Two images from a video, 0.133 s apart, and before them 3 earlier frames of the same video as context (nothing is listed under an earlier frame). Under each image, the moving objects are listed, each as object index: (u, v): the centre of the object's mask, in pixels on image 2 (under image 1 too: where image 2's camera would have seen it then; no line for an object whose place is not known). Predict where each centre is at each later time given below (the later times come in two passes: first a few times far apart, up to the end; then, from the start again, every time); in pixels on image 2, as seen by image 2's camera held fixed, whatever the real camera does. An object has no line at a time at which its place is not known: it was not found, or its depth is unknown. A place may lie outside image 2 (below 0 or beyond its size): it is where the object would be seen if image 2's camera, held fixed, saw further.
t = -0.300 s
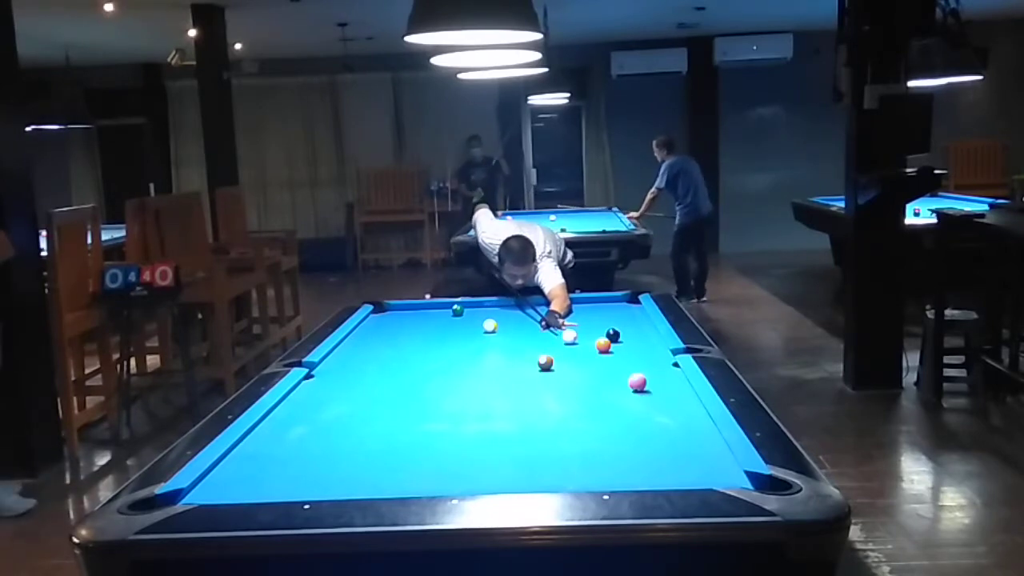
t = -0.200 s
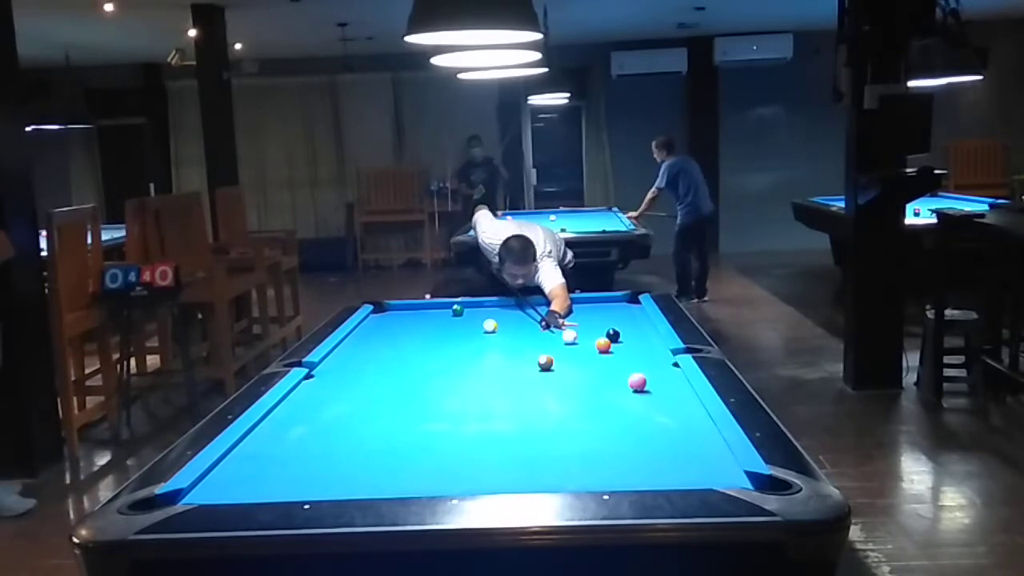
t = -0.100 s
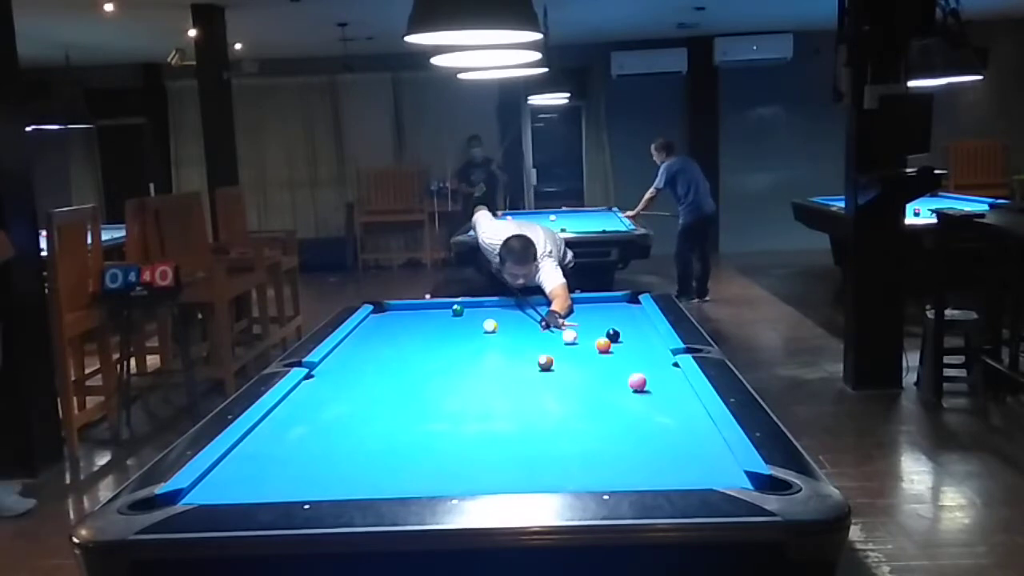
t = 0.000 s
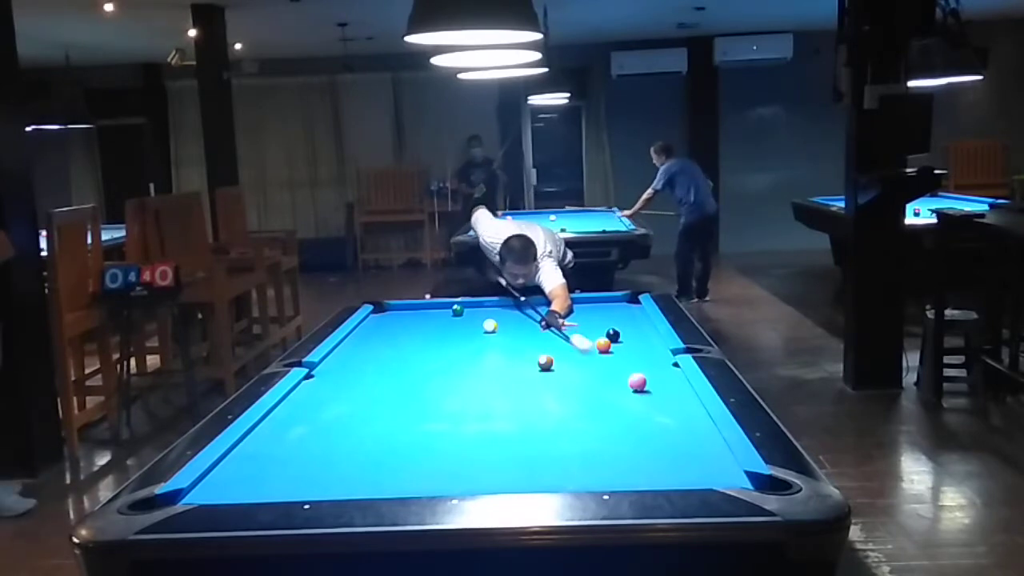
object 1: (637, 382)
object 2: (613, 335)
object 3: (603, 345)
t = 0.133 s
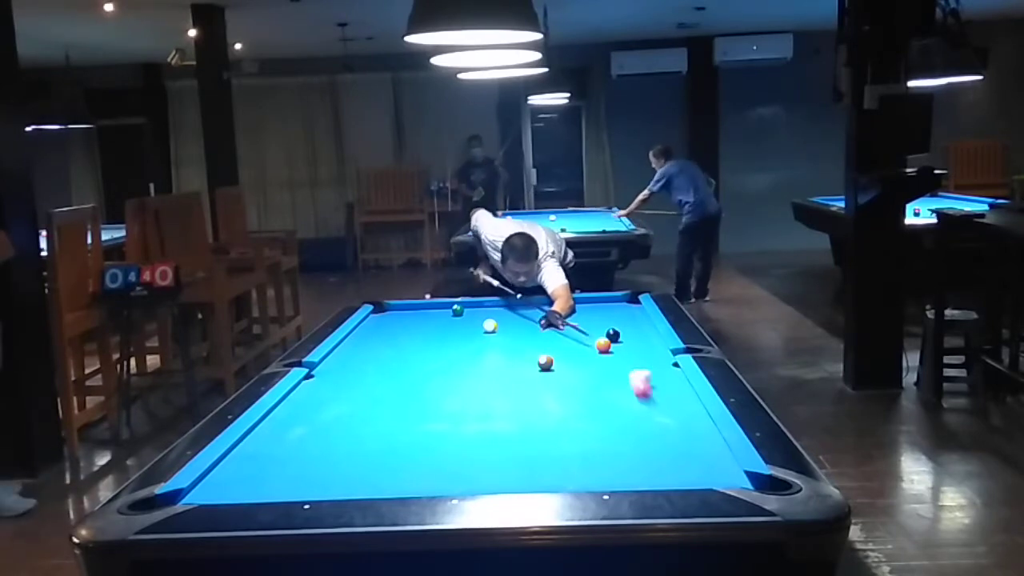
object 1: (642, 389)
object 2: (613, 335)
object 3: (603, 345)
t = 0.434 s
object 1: (691, 453)
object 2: (613, 335)
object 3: (603, 345)
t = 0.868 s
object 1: (669, 374)
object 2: (613, 335)
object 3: (603, 345)
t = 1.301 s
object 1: (627, 334)
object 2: (610, 334)
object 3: (603, 345)
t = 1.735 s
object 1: (619, 309)
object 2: (566, 335)
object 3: (603, 345)
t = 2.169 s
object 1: (614, 303)
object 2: (528, 335)
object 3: (603, 345)
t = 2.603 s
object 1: (611, 313)
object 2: (495, 334)
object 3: (603, 345)
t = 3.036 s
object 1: (607, 324)
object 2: (465, 334)
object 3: (603, 345)
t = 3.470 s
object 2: (441, 334)
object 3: (603, 345)
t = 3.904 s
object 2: (420, 334)
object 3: (606, 349)
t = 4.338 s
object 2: (404, 334)
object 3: (612, 356)
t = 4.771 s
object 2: (392, 334)
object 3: (617, 362)
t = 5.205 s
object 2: (383, 334)
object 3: (622, 366)
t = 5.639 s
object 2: (378, 334)
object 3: (626, 371)
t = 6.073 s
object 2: (376, 334)
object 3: (628, 375)
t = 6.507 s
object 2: (377, 334)
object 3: (628, 377)
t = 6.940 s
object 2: (377, 334)
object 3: (628, 377)
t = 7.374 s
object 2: (377, 334)
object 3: (628, 378)
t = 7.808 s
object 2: (377, 334)
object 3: (628, 378)
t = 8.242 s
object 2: (377, 334)
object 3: (628, 378)
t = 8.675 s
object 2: (377, 334)
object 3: (628, 378)
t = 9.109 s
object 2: (377, 334)
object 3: (628, 378)
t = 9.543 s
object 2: (377, 334)
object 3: (628, 378)
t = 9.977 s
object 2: (377, 334)
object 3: (628, 378)
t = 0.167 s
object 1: (648, 399)
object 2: (613, 335)
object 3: (603, 345)
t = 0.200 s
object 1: (656, 412)
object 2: (613, 335)
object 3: (603, 345)
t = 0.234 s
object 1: (665, 427)
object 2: (613, 335)
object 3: (603, 345)
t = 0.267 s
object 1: (675, 444)
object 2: (613, 335)
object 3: (603, 345)
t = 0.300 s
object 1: (686, 460)
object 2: (613, 335)
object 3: (603, 345)
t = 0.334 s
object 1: (696, 474)
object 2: (613, 335)
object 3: (603, 345)
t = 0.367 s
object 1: (697, 472)
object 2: (613, 335)
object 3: (603, 345)
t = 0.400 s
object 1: (694, 463)
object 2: (613, 335)
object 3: (603, 345)
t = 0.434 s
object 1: (691, 453)
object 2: (613, 335)
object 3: (603, 345)
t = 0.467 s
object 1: (688, 444)
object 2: (613, 335)
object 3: (603, 345)
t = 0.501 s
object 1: (686, 437)
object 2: (613, 335)
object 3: (603, 345)
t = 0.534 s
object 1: (684, 430)
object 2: (613, 335)
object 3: (603, 345)
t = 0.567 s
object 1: (682, 423)
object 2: (613, 335)
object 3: (603, 345)
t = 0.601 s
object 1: (680, 417)
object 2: (613, 335)
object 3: (603, 345)
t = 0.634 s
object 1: (679, 410)
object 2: (613, 335)
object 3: (603, 345)
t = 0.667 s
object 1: (677, 404)
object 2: (613, 335)
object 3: (603, 345)
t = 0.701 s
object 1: (676, 399)
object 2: (613, 335)
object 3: (603, 345)
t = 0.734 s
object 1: (674, 393)
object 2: (613, 335)
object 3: (603, 345)
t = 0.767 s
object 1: (673, 388)
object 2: (613, 335)
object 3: (603, 345)
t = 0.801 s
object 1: (671, 383)
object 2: (613, 335)
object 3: (603, 345)
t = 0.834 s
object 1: (670, 378)
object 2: (613, 335)
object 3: (603, 345)
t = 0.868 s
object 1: (669, 374)
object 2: (613, 335)
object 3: (603, 345)
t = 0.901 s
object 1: (668, 370)
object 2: (613, 335)
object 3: (603, 345)
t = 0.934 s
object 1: (666, 365)
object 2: (613, 335)
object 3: (603, 345)
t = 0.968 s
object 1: (666, 361)
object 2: (613, 335)
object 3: (603, 345)
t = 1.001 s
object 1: (665, 357)
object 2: (613, 335)
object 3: (603, 345)
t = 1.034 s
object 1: (663, 354)
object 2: (613, 335)
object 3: (603, 345)
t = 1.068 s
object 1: (659, 350)
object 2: (613, 335)
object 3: (603, 345)
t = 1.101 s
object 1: (653, 347)
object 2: (613, 335)
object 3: (603, 345)
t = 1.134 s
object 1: (649, 345)
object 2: (613, 335)
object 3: (603, 345)
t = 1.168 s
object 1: (643, 342)
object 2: (612, 335)
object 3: (603, 345)
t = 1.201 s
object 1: (638, 340)
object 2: (613, 335)
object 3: (603, 345)
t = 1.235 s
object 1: (634, 338)
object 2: (612, 335)
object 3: (603, 345)
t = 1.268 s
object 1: (629, 336)
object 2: (612, 335)
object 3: (603, 345)
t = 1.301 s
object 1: (627, 334)
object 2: (610, 334)
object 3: (603, 345)
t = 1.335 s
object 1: (627, 331)
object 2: (606, 334)
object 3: (603, 345)
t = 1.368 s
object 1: (626, 329)
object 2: (602, 333)
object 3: (603, 345)
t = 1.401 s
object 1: (626, 327)
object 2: (598, 334)
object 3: (603, 345)
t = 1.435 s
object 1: (625, 325)
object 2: (595, 334)
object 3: (603, 345)
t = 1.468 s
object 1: (624, 323)
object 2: (592, 335)
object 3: (603, 345)
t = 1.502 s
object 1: (623, 321)
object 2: (589, 335)
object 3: (603, 345)
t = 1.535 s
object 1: (623, 319)
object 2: (586, 335)
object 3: (603, 345)
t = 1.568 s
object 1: (622, 317)
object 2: (582, 335)
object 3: (603, 345)
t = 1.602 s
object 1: (621, 316)
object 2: (579, 335)
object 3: (603, 345)
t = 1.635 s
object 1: (621, 314)
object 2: (575, 335)
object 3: (603, 345)
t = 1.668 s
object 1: (620, 312)
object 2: (573, 335)
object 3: (603, 345)
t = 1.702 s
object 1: (620, 311)
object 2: (569, 335)
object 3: (603, 345)
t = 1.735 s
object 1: (619, 309)
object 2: (566, 335)
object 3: (603, 345)
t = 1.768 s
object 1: (619, 307)
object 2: (563, 335)
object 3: (603, 345)
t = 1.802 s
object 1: (619, 306)
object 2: (560, 335)
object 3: (603, 345)
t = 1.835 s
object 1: (618, 304)
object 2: (557, 335)
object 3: (603, 345)
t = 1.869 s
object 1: (617, 303)
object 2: (554, 335)
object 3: (603, 345)
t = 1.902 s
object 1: (616, 301)
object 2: (551, 335)
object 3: (603, 345)
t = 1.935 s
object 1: (616, 300)
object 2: (548, 335)
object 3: (603, 345)
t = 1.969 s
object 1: (616, 299)
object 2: (545, 335)
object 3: (603, 345)
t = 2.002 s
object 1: (615, 299)
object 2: (542, 335)
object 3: (603, 345)
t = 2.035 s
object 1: (615, 300)
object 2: (539, 335)
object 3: (603, 345)
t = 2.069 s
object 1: (615, 300)
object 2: (536, 335)
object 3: (603, 345)
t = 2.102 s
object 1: (615, 301)
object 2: (533, 335)
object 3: (603, 345)
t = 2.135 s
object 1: (614, 302)
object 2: (530, 335)
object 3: (603, 345)
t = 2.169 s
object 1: (614, 303)
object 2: (528, 335)
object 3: (603, 345)
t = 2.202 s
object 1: (614, 303)
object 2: (525, 335)
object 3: (603, 345)
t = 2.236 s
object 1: (614, 304)
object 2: (522, 335)
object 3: (603, 345)
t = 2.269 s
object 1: (614, 305)
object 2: (520, 335)
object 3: (603, 345)
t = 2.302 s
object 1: (614, 306)
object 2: (517, 335)
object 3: (603, 345)
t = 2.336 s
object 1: (613, 306)
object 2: (514, 335)
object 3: (603, 345)
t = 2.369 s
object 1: (613, 307)
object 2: (512, 335)
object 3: (603, 345)
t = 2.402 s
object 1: (613, 308)
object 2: (509, 334)
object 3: (603, 345)
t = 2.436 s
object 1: (613, 309)
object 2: (507, 335)
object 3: (603, 345)
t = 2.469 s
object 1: (612, 310)
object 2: (505, 335)
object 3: (603, 345)
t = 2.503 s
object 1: (612, 310)
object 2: (502, 335)
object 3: (603, 345)
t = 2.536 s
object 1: (612, 311)
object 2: (500, 335)
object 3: (603, 345)
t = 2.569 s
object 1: (612, 312)
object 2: (497, 334)
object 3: (603, 345)
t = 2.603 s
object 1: (611, 313)
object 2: (495, 334)
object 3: (603, 345)
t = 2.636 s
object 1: (611, 314)
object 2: (492, 335)
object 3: (603, 345)
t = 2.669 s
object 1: (611, 315)
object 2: (490, 335)
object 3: (603, 345)
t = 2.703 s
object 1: (610, 315)
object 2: (487, 334)
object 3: (603, 345)
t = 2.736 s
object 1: (610, 316)
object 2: (485, 334)
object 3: (603, 345)
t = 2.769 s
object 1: (610, 317)
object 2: (482, 334)
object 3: (603, 345)
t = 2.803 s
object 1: (610, 318)
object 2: (480, 335)
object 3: (603, 345)
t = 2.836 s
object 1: (609, 318)
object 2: (478, 334)
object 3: (603, 345)
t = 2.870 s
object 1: (609, 319)
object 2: (476, 334)
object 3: (603, 345)
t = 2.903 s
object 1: (609, 320)
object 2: (474, 334)
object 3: (603, 345)
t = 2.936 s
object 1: (608, 321)
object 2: (472, 334)
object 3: (603, 345)
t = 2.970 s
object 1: (608, 322)
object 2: (469, 334)
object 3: (603, 345)
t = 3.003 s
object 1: (607, 323)
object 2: (467, 334)
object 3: (603, 345)
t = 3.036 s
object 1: (607, 324)
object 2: (465, 334)
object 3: (603, 345)
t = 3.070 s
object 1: (607, 325)
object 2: (463, 334)
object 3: (603, 345)
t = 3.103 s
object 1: (607, 325)
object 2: (461, 334)
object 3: (603, 345)
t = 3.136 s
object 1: (606, 326)
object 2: (459, 334)
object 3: (603, 345)
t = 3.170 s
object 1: (606, 327)
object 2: (457, 334)
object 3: (603, 345)
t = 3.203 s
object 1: (606, 328)
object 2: (455, 334)
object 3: (603, 345)
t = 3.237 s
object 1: (605, 329)
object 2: (453, 334)
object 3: (603, 345)
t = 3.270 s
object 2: (451, 334)
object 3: (603, 345)
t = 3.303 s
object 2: (449, 334)
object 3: (603, 345)
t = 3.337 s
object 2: (448, 334)
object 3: (603, 345)
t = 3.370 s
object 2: (446, 334)
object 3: (603, 345)
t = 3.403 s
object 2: (444, 334)
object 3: (603, 346)
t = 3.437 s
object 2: (442, 334)
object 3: (603, 345)
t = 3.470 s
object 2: (441, 334)
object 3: (603, 345)
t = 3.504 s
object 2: (439, 334)
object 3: (603, 346)
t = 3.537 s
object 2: (437, 334)
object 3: (603, 346)
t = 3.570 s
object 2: (436, 334)
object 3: (603, 346)
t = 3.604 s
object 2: (434, 334)
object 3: (603, 346)
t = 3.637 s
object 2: (432, 334)
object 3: (603, 346)
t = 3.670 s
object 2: (431, 334)
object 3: (603, 346)
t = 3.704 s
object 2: (429, 334)
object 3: (603, 346)
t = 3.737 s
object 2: (428, 334)
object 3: (603, 346)
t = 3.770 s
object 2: (426, 334)
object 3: (604, 347)
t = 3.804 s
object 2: (424, 334)
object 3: (605, 347)
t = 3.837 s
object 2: (423, 334)
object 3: (604, 348)
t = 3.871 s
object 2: (421, 334)
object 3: (605, 348)
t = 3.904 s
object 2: (420, 334)
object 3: (606, 349)
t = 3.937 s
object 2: (419, 334)
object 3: (606, 349)
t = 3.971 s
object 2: (418, 334)
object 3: (607, 350)
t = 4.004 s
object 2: (416, 334)
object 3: (607, 350)
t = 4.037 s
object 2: (415, 334)
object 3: (608, 351)
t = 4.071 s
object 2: (413, 334)
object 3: (609, 352)
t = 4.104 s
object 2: (412, 334)
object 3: (609, 352)
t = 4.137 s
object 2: (411, 334)
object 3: (610, 353)
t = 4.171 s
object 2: (410, 334)
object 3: (610, 353)
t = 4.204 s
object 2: (408, 334)
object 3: (610, 354)
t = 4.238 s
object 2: (407, 334)
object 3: (611, 354)
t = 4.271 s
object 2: (406, 334)
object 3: (611, 355)
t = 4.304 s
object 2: (405, 334)
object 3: (612, 355)
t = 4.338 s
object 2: (404, 334)
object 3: (612, 356)
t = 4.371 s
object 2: (403, 334)
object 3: (612, 356)
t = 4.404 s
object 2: (402, 334)
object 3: (613, 357)
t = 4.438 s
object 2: (401, 334)
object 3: (613, 357)
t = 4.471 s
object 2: (399, 334)
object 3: (613, 357)
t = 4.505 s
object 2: (398, 334)
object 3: (614, 358)
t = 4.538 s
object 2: (398, 334)
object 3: (614, 359)
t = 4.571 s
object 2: (397, 334)
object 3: (615, 359)
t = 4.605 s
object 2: (396, 334)
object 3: (615, 360)
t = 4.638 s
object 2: (395, 334)
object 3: (616, 360)
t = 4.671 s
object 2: (394, 334)
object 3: (616, 361)
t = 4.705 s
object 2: (393, 334)
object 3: (617, 361)
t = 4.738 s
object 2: (392, 334)
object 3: (617, 361)
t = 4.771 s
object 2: (392, 334)
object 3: (617, 362)
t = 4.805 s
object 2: (391, 334)
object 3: (618, 362)
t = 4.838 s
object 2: (390, 334)
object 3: (618, 363)
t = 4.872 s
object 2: (389, 334)
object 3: (618, 363)
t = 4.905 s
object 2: (389, 334)
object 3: (619, 363)
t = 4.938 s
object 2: (388, 334)
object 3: (619, 364)
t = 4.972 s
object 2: (387, 334)
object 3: (619, 364)
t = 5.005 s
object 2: (387, 334)
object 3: (620, 365)
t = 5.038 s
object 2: (386, 334)
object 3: (620, 365)
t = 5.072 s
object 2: (385, 334)
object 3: (620, 365)
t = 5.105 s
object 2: (385, 334)
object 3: (621, 366)
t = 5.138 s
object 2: (384, 334)
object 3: (621, 366)
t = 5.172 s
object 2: (384, 334)
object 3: (621, 366)
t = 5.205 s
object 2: (383, 334)
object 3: (622, 366)
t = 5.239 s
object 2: (383, 334)
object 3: (622, 367)
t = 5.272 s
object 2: (382, 334)
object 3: (622, 367)
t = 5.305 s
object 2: (382, 334)
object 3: (623, 368)
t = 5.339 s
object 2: (381, 334)
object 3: (623, 368)
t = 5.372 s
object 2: (381, 334)
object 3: (623, 369)
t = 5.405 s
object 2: (381, 334)
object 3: (624, 369)
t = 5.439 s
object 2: (380, 334)
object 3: (624, 369)
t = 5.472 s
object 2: (380, 334)
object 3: (624, 370)
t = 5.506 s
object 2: (380, 333)
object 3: (625, 370)
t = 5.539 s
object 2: (379, 334)
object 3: (625, 370)
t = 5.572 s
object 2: (379, 334)
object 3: (625, 371)
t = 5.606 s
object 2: (379, 334)
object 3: (625, 371)
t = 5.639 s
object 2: (378, 334)
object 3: (626, 371)
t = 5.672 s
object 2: (378, 334)
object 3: (626, 372)
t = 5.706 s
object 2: (378, 334)
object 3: (626, 372)
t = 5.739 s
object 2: (378, 334)
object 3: (626, 372)
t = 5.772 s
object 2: (377, 334)
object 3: (626, 372)
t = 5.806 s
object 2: (377, 334)
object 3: (626, 373)
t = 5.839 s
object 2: (377, 334)
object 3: (627, 373)
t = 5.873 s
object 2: (377, 334)
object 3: (627, 373)
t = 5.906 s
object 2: (377, 334)
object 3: (627, 374)
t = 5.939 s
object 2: (377, 334)
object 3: (627, 374)
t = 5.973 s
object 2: (377, 334)
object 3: (627, 374)
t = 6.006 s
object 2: (376, 334)
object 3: (628, 374)
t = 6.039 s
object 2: (376, 334)
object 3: (628, 375)
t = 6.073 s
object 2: (376, 334)
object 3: (628, 375)
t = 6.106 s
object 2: (376, 334)
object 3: (628, 375)
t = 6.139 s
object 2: (376, 334)
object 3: (628, 375)
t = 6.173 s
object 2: (376, 334)
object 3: (628, 375)
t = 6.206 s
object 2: (377, 334)
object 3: (628, 376)
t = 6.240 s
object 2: (377, 334)
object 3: (628, 376)
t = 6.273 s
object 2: (377, 334)
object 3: (628, 376)
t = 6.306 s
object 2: (377, 334)
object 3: (628, 376)
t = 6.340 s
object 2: (377, 334)
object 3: (628, 376)
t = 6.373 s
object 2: (377, 334)
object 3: (628, 376)
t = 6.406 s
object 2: (377, 334)
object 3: (628, 377)
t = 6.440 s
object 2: (377, 334)
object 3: (628, 377)
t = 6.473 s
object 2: (377, 334)
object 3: (628, 377)
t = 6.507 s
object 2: (377, 334)
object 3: (628, 377)
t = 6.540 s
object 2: (377, 334)
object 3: (629, 377)
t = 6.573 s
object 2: (377, 334)
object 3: (629, 377)
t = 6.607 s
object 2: (377, 334)
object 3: (629, 377)
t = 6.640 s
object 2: (377, 334)
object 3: (629, 377)
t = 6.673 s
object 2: (377, 334)
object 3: (629, 377)
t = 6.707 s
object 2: (377, 334)
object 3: (629, 377)
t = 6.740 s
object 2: (377, 334)
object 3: (628, 377)
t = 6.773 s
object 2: (377, 334)
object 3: (629, 377)
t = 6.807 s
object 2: (377, 334)
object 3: (628, 377)
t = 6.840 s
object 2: (377, 334)
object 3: (628, 377)
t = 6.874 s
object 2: (377, 334)
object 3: (628, 377)
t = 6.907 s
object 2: (377, 334)
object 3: (628, 377)
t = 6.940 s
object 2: (377, 334)
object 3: (628, 377)
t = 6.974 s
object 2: (377, 334)
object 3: (628, 377)
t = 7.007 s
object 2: (377, 334)
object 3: (628, 377)
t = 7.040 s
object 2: (377, 334)
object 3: (628, 377)
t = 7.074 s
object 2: (377, 334)
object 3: (628, 377)
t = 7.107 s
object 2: (377, 334)
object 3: (628, 377)
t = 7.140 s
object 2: (377, 334)
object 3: (628, 377)
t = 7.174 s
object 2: (377, 334)
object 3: (628, 377)
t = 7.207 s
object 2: (377, 334)
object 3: (628, 378)
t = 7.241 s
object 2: (377, 334)
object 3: (628, 378)
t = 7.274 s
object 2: (377, 334)
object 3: (628, 378)
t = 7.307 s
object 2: (377, 334)
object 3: (628, 378)
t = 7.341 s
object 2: (377, 334)
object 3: (628, 378)
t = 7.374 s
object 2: (377, 334)
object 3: (628, 378)
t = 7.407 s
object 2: (377, 334)
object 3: (628, 378)
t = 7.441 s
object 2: (377, 334)
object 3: (628, 378)
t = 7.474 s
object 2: (377, 334)
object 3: (628, 378)
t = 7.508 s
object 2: (377, 334)
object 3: (628, 378)
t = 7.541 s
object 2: (377, 334)
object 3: (628, 378)
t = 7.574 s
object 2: (377, 334)
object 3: (628, 378)
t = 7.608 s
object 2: (377, 334)
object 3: (628, 378)
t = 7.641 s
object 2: (377, 334)
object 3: (628, 378)
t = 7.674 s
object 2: (377, 333)
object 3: (628, 378)
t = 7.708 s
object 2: (377, 334)
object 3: (628, 378)
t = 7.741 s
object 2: (377, 334)
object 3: (628, 378)
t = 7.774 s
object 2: (377, 333)
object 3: (628, 377)
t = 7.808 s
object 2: (377, 334)
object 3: (628, 378)
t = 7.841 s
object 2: (377, 334)
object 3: (628, 378)
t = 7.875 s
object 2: (377, 334)
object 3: (628, 378)
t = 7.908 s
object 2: (377, 334)
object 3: (628, 378)
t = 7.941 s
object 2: (377, 334)
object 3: (628, 378)
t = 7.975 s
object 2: (377, 334)
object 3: (628, 378)
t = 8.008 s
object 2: (377, 334)
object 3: (628, 378)
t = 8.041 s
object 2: (377, 334)
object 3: (628, 378)
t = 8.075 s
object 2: (377, 334)
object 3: (628, 378)
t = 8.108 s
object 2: (377, 334)
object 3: (628, 378)
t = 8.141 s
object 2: (377, 334)
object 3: (628, 378)
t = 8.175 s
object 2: (377, 334)
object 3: (628, 378)
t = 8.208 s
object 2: (377, 334)
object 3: (628, 378)
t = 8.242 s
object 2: (377, 334)
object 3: (628, 378)
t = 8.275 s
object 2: (377, 334)
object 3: (628, 378)
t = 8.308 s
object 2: (377, 334)
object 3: (628, 378)
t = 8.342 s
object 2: (377, 334)
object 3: (628, 378)
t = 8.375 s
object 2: (377, 334)
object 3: (628, 378)
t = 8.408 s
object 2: (377, 334)
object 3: (628, 378)
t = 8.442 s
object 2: (377, 334)
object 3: (628, 378)
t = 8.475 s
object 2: (377, 334)
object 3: (628, 378)
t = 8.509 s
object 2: (377, 334)
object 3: (628, 378)
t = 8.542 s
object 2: (377, 334)
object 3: (628, 378)
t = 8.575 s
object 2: (377, 334)
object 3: (628, 378)
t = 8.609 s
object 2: (377, 334)
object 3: (628, 378)
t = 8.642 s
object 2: (377, 334)
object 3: (628, 378)
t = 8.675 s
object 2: (377, 334)
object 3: (628, 378)
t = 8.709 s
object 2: (376, 334)
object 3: (628, 378)
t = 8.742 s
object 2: (377, 334)
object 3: (628, 378)
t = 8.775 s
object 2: (377, 334)
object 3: (628, 378)
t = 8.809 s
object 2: (377, 334)
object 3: (628, 378)
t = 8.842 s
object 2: (377, 334)
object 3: (628, 378)
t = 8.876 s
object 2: (377, 334)
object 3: (628, 378)
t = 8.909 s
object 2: (377, 334)
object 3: (628, 378)
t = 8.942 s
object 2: (377, 334)
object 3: (628, 378)
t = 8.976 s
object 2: (377, 334)
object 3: (628, 378)
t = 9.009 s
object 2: (377, 334)
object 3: (628, 378)
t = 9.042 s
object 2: (377, 334)
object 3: (628, 378)
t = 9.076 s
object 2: (377, 334)
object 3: (628, 378)
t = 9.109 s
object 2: (377, 334)
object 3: (628, 378)
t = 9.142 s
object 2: (377, 334)
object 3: (628, 378)
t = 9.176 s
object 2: (377, 334)
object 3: (628, 378)
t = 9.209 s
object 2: (377, 334)
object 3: (628, 378)
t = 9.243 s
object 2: (377, 334)
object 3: (628, 378)
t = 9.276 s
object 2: (377, 334)
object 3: (628, 378)
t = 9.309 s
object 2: (376, 334)
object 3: (628, 378)
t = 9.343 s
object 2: (376, 334)
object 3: (628, 378)
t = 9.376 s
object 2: (377, 334)
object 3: (628, 378)
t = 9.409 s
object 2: (376, 334)
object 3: (628, 378)
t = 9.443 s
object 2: (377, 334)
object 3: (628, 378)
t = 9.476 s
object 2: (377, 334)
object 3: (628, 378)
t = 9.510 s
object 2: (377, 334)
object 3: (628, 378)
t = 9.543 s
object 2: (377, 334)
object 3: (628, 378)
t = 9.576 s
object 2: (377, 334)
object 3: (628, 378)
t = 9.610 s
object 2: (377, 334)
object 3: (628, 378)
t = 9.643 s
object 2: (377, 334)
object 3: (628, 378)
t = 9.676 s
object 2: (377, 334)
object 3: (628, 378)
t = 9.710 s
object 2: (377, 334)
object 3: (628, 378)
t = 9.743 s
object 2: (377, 334)
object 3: (628, 378)
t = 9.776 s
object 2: (377, 334)
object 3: (628, 378)
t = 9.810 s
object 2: (377, 334)
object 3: (628, 378)
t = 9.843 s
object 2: (377, 334)
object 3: (628, 378)
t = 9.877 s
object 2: (377, 334)
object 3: (628, 378)
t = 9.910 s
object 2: (377, 334)
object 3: (628, 378)
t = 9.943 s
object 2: (377, 334)
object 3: (628, 378)
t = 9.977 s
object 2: (377, 334)
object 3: (628, 378)
